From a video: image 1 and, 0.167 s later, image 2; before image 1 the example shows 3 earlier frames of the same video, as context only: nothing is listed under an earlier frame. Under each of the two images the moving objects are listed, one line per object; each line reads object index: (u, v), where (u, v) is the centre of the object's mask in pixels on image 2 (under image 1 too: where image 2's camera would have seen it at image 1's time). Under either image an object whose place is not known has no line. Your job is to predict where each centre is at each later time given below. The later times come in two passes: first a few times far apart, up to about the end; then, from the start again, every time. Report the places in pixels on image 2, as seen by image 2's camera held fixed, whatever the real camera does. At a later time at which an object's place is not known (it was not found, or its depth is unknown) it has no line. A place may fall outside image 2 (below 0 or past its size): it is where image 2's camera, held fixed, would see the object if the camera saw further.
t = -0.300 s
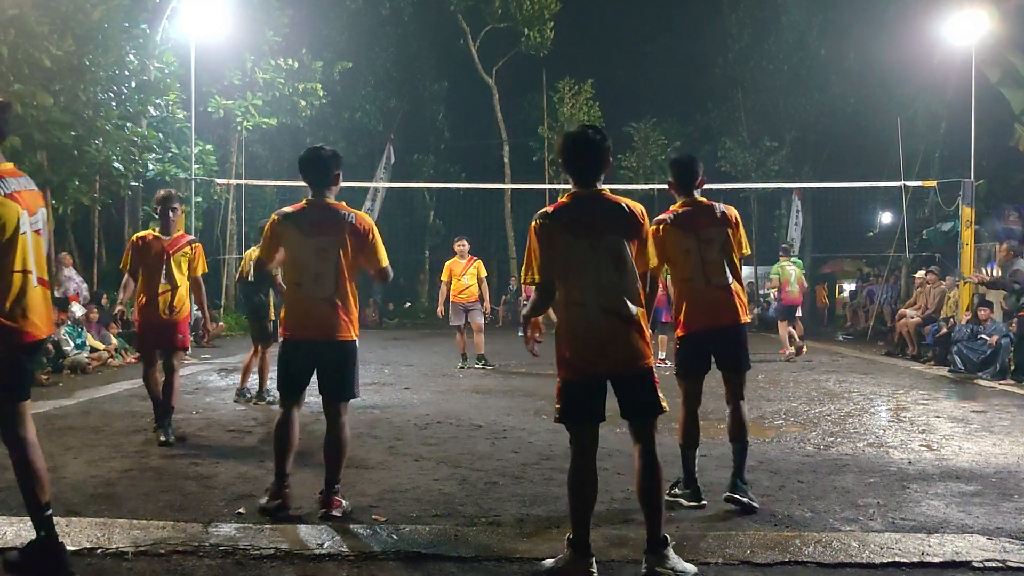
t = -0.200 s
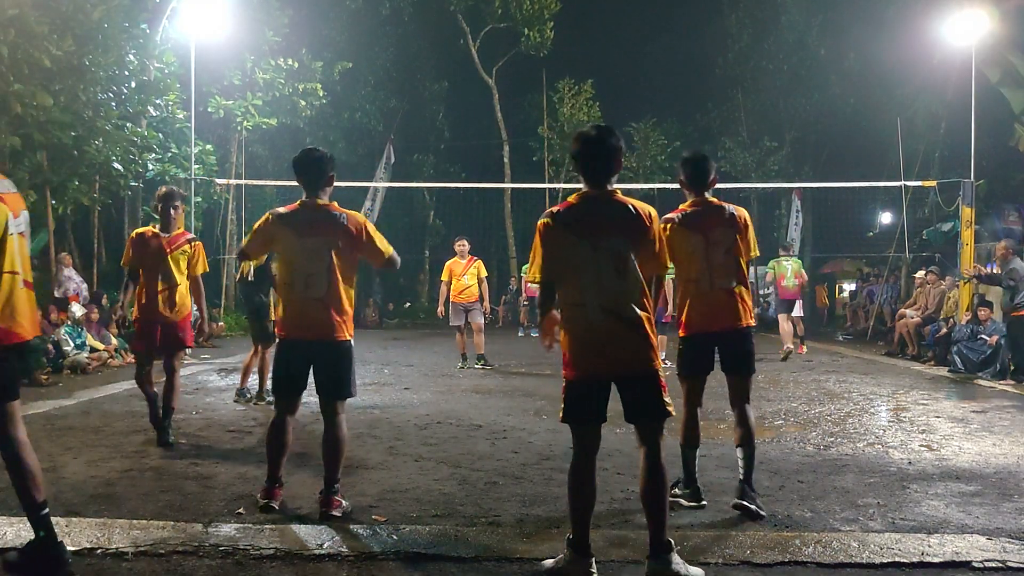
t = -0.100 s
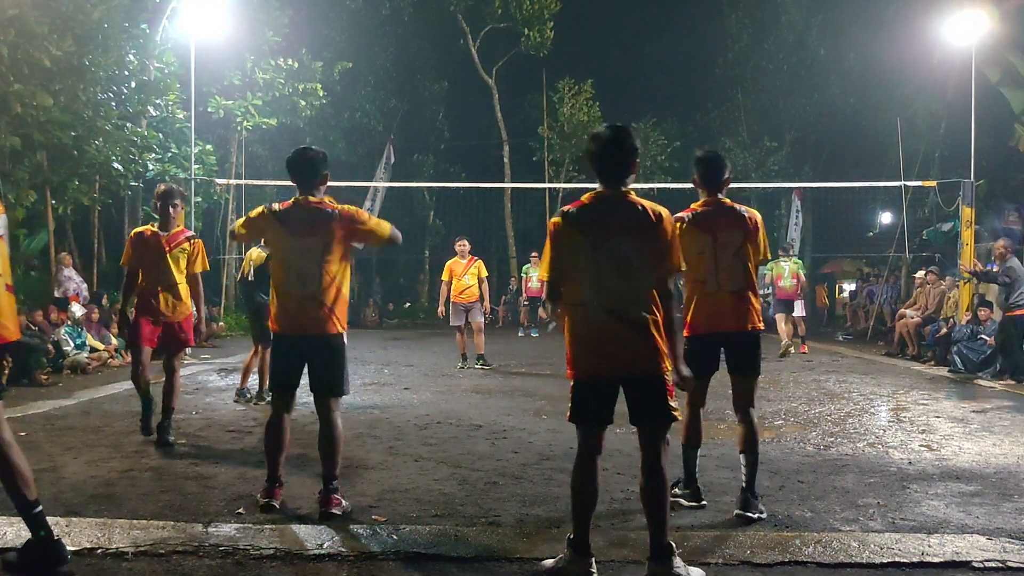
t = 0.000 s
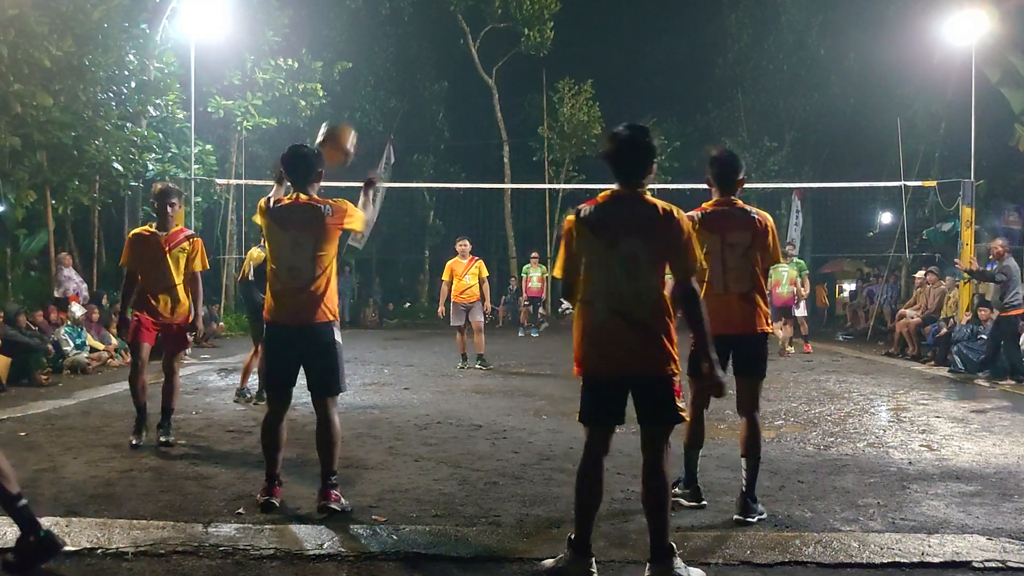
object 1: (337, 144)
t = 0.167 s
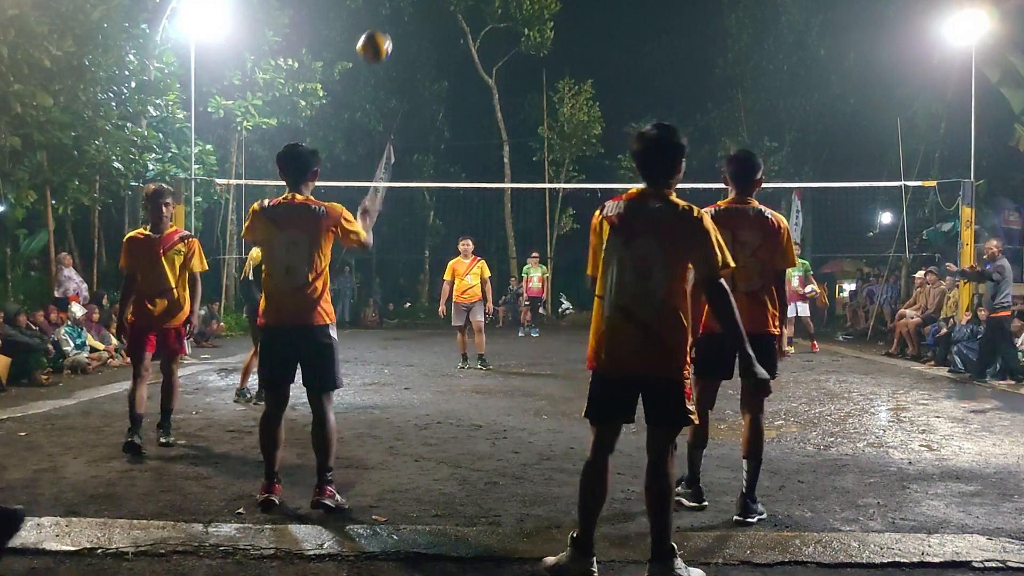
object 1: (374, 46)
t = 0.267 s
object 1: (390, 22)
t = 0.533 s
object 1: (421, 27)
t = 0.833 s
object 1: (444, 107)
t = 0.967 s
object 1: (451, 158)
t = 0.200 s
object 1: (380, 36)
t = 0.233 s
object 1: (385, 28)
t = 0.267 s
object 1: (390, 22)
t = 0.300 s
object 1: (395, 18)
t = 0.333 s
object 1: (399, 15)
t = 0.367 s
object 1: (403, 14)
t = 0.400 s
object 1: (407, 14)
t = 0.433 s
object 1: (411, 16)
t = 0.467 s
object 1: (415, 18)
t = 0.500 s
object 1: (418, 22)
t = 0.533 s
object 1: (421, 27)
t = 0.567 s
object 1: (424, 33)
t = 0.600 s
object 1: (427, 39)
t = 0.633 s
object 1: (430, 47)
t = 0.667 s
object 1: (433, 55)
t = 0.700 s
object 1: (435, 64)
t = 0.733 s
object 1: (438, 74)
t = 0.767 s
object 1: (440, 84)
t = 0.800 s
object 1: (442, 95)
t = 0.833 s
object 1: (444, 107)
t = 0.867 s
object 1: (446, 119)
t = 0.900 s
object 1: (448, 131)
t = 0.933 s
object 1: (450, 145)
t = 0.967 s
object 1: (451, 158)
